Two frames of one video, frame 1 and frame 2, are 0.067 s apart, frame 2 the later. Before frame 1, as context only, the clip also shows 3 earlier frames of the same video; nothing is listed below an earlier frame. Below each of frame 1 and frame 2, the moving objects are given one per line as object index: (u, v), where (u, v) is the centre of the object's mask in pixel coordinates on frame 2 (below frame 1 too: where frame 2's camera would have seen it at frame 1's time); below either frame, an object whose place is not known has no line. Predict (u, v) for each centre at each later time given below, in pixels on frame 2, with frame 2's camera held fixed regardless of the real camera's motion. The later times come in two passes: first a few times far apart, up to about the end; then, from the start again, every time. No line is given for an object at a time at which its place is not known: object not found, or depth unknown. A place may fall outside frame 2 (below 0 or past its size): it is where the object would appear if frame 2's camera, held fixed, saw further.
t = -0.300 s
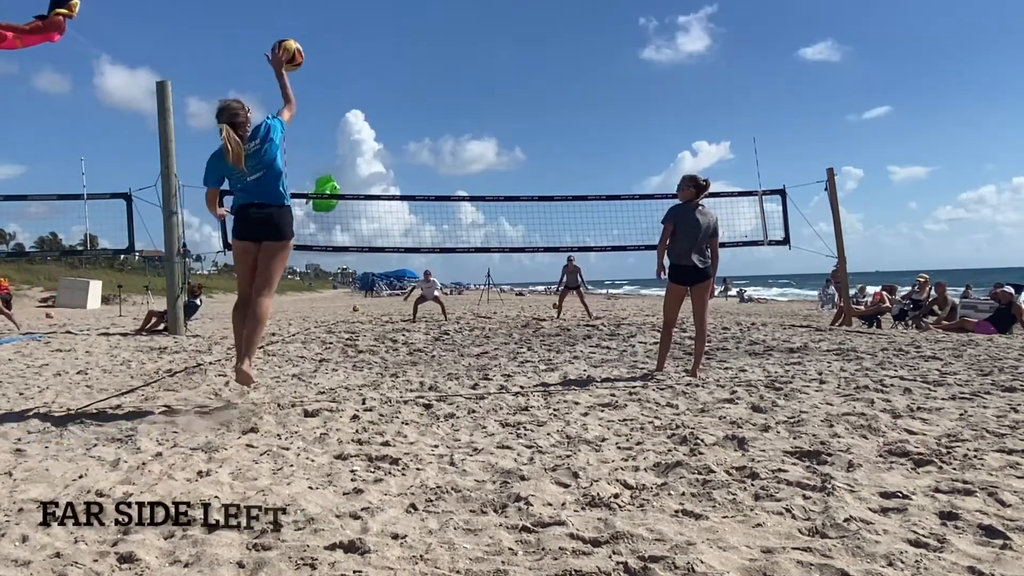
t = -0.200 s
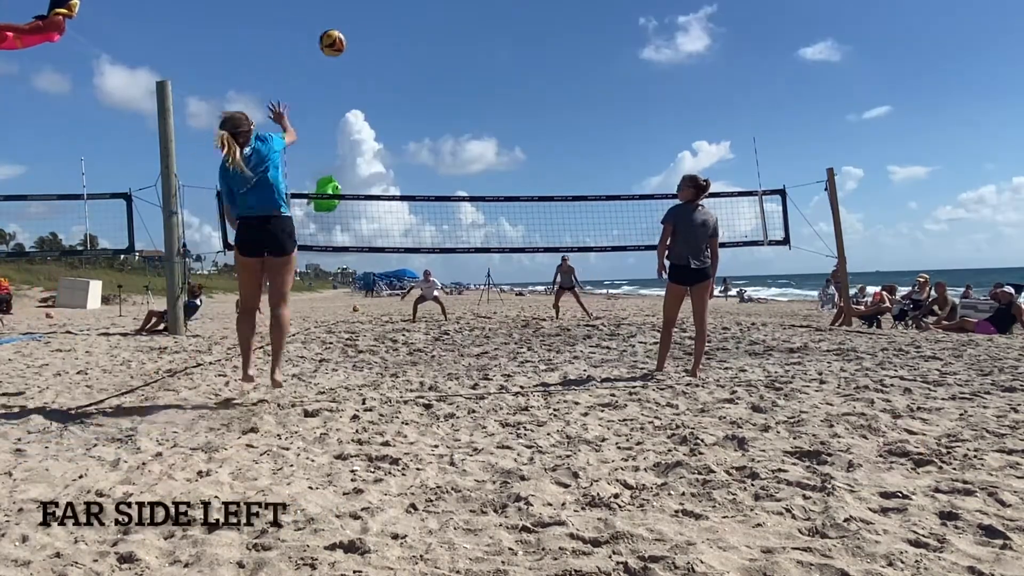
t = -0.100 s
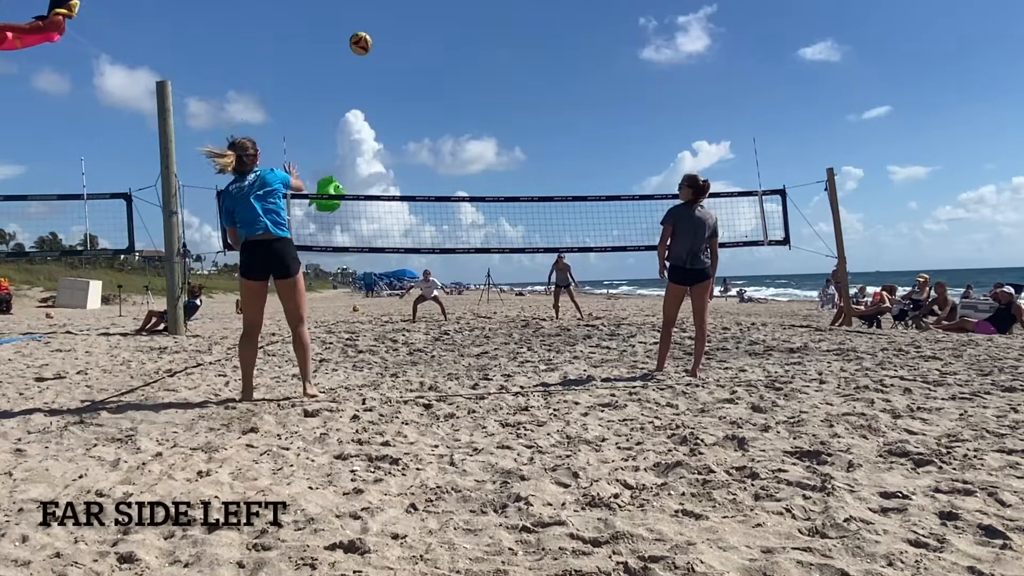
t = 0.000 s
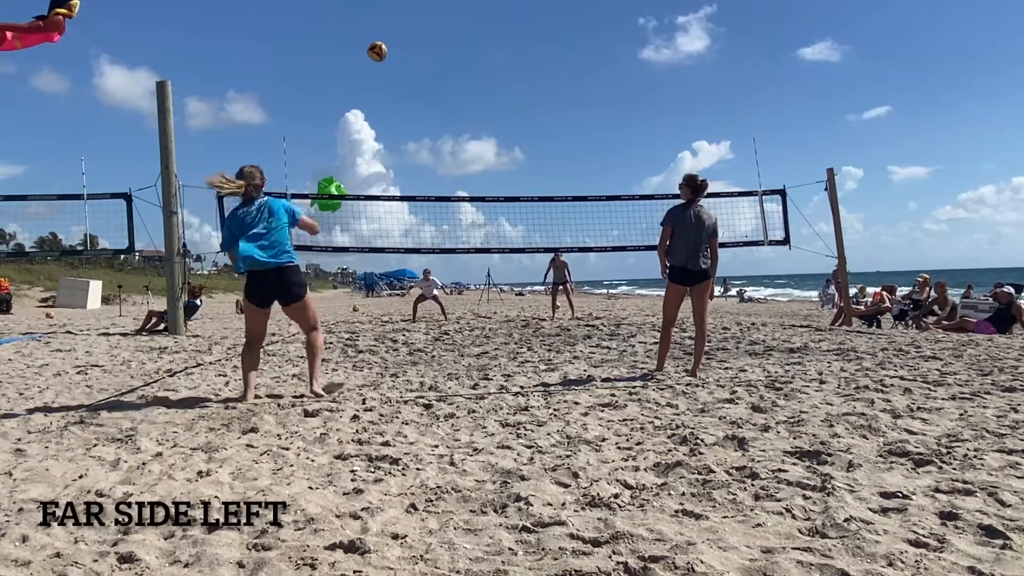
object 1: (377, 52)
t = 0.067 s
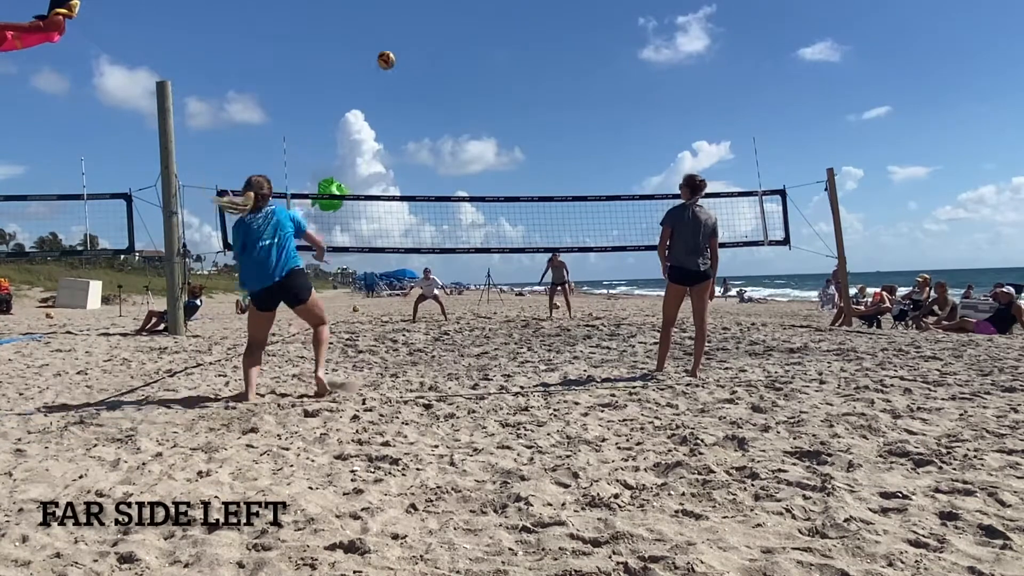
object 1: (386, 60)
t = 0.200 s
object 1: (400, 82)
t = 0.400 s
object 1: (418, 122)
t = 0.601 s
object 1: (429, 168)
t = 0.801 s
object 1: (437, 220)
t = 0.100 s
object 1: (390, 65)
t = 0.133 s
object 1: (393, 70)
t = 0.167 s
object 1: (397, 76)
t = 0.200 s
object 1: (400, 82)
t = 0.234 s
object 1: (404, 88)
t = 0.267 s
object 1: (407, 95)
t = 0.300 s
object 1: (410, 101)
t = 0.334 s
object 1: (412, 109)
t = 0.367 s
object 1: (415, 115)
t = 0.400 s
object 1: (418, 122)
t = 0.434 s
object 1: (420, 129)
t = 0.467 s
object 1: (422, 137)
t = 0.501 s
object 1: (424, 144)
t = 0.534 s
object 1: (425, 152)
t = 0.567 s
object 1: (427, 160)
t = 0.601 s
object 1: (429, 168)
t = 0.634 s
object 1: (431, 176)
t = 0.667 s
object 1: (432, 185)
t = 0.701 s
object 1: (434, 192)
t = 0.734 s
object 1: (435, 204)
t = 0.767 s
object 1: (436, 211)
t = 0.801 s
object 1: (437, 220)
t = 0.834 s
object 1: (437, 230)
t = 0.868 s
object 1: (438, 239)
